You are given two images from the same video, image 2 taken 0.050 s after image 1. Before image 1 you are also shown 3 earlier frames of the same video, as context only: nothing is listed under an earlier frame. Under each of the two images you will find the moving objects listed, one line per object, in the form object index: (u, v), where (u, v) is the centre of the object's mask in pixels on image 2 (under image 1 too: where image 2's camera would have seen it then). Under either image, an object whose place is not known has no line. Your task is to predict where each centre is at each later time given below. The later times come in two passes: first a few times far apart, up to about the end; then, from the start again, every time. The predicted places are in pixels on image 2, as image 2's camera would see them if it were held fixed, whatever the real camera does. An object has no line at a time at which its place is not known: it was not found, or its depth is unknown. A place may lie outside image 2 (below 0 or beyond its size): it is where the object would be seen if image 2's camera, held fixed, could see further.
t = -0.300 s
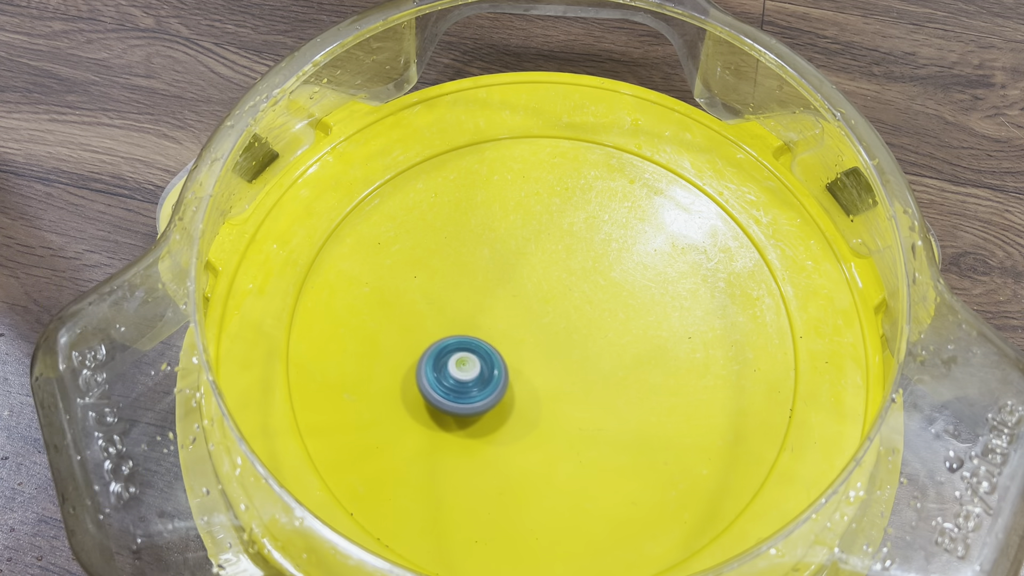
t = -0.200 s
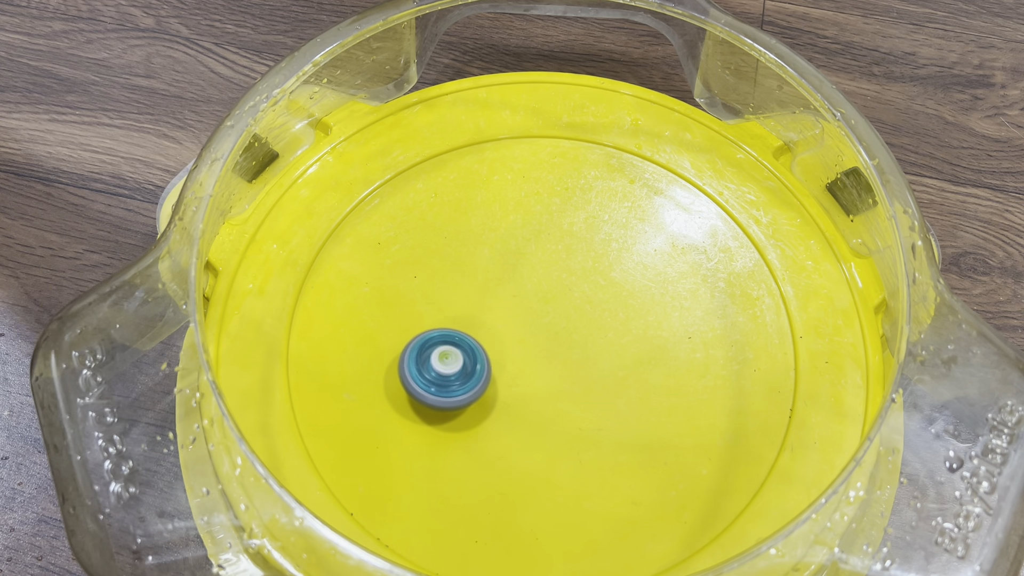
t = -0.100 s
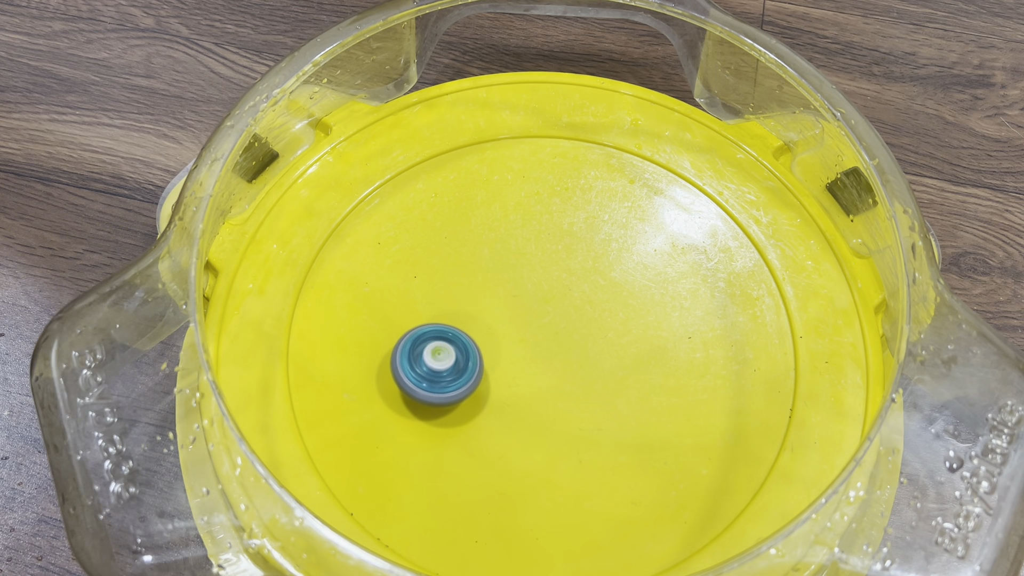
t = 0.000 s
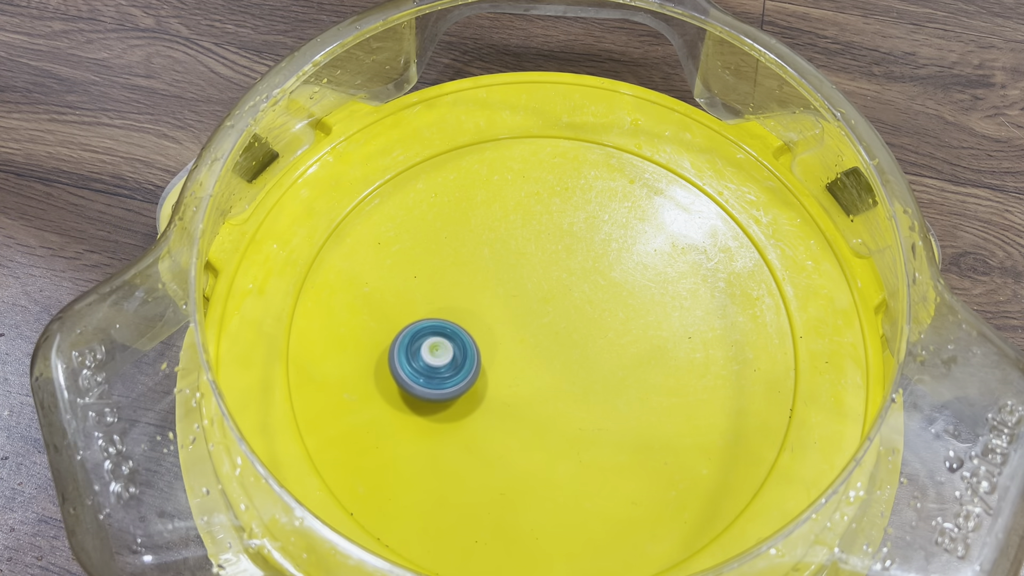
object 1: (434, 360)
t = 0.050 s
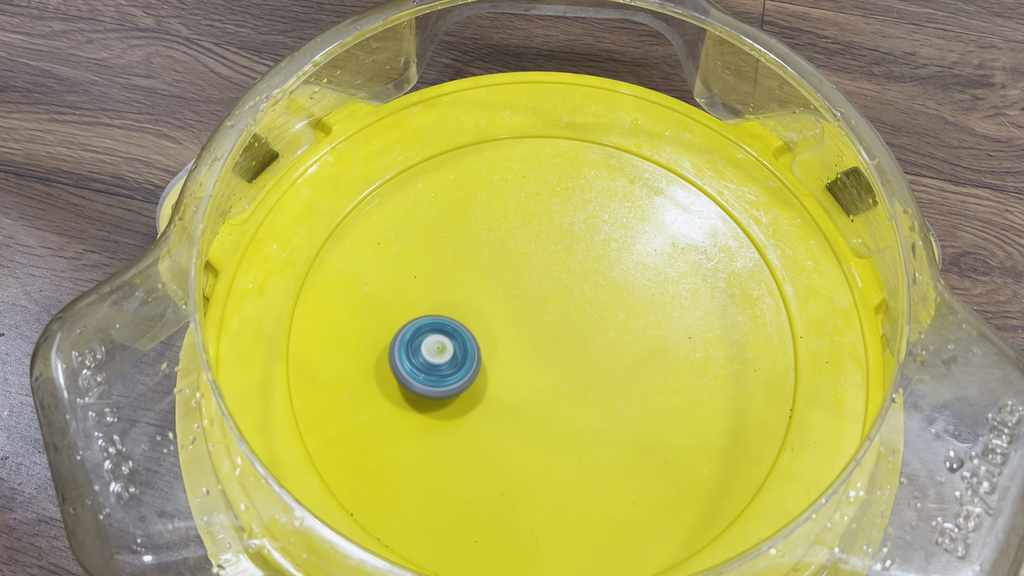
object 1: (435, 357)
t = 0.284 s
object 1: (454, 338)
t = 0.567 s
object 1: (505, 287)
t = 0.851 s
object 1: (529, 251)
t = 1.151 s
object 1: (550, 264)
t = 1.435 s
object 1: (609, 301)
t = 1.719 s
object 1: (646, 322)
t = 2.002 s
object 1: (641, 341)
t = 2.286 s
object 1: (608, 383)
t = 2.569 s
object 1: (569, 436)
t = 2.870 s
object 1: (555, 442)
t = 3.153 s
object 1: (519, 402)
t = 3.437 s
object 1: (467, 358)
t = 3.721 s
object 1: (457, 343)
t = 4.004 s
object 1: (487, 319)
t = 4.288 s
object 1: (535, 276)
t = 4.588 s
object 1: (550, 264)
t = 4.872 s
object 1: (576, 291)
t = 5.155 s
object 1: (623, 330)
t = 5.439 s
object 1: (637, 349)
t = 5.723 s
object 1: (614, 367)
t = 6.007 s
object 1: (557, 406)
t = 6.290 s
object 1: (528, 426)
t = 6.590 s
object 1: (517, 413)
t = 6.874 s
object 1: (498, 358)
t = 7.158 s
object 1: (482, 310)
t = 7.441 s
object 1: (486, 297)
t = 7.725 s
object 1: (522, 294)
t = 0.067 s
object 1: (435, 356)
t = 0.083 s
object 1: (436, 355)
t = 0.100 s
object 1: (437, 354)
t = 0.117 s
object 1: (438, 352)
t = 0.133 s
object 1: (439, 351)
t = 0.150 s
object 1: (440, 350)
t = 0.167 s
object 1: (441, 348)
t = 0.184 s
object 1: (443, 347)
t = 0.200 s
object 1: (444, 346)
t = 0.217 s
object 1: (446, 344)
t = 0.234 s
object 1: (448, 343)
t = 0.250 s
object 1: (450, 341)
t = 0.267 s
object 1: (452, 340)
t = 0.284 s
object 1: (454, 338)
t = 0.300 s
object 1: (457, 336)
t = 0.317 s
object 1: (460, 333)
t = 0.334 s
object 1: (463, 331)
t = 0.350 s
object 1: (466, 329)
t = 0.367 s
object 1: (469, 326)
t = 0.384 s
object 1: (472, 323)
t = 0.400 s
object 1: (475, 320)
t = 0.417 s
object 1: (479, 317)
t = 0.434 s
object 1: (482, 314)
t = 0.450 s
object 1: (485, 311)
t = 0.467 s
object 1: (488, 307)
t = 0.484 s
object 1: (491, 304)
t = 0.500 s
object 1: (494, 301)
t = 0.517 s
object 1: (497, 297)
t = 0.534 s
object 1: (500, 294)
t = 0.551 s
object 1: (503, 290)
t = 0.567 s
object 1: (505, 287)
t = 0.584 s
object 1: (508, 283)
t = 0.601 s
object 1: (510, 280)
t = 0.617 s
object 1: (512, 276)
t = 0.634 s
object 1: (514, 273)
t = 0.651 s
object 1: (516, 270)
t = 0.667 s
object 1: (517, 268)
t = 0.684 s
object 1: (519, 265)
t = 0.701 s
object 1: (520, 262)
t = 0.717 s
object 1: (521, 260)
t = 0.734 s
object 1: (522, 258)
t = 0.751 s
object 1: (524, 257)
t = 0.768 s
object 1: (525, 255)
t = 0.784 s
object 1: (526, 254)
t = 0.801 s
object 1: (527, 253)
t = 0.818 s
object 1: (528, 252)
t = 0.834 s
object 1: (528, 251)
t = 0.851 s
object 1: (529, 251)
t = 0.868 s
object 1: (530, 251)
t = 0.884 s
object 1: (531, 251)
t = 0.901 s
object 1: (532, 251)
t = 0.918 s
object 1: (533, 251)
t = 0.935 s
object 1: (534, 252)
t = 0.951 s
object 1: (535, 252)
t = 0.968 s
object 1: (536, 253)
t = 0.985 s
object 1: (537, 253)
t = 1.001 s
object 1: (538, 254)
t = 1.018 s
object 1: (539, 255)
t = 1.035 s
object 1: (540, 255)
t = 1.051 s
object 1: (541, 256)
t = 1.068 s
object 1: (542, 257)
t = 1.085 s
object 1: (544, 258)
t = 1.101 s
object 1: (545, 259)
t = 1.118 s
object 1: (547, 261)
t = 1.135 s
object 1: (548, 262)
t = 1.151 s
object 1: (550, 264)
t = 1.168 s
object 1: (552, 265)
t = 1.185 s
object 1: (554, 267)
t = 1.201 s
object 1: (557, 269)
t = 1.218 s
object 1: (560, 272)
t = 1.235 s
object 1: (563, 274)
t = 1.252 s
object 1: (566, 277)
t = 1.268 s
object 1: (569, 279)
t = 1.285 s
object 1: (573, 282)
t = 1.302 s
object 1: (576, 284)
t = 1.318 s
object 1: (580, 287)
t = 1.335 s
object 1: (584, 289)
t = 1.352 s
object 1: (589, 291)
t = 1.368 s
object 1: (593, 294)
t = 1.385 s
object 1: (597, 295)
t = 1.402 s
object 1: (601, 297)
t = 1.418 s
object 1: (605, 299)
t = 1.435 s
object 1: (609, 301)
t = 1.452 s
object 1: (613, 302)
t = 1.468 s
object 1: (616, 304)
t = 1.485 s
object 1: (620, 305)
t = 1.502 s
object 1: (623, 307)
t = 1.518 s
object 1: (626, 308)
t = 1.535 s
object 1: (628, 309)
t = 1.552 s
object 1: (631, 311)
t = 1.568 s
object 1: (634, 312)
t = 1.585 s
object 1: (636, 313)
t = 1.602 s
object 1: (638, 314)
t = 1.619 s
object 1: (639, 315)
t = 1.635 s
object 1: (641, 317)
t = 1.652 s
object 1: (642, 318)
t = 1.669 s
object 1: (643, 319)
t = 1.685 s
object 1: (644, 320)
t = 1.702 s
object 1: (645, 321)
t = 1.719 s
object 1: (646, 322)
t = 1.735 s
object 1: (646, 322)
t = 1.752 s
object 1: (647, 323)
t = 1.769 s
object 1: (647, 324)
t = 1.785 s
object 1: (647, 325)
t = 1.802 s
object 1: (647, 326)
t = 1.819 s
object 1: (647, 327)
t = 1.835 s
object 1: (646, 328)
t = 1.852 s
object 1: (646, 329)
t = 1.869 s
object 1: (646, 330)
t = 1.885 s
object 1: (646, 331)
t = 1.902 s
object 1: (645, 332)
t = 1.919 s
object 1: (645, 334)
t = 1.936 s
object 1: (644, 335)
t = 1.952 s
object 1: (644, 336)
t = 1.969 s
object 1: (643, 338)
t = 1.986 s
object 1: (642, 340)
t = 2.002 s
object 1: (641, 341)
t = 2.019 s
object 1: (641, 343)
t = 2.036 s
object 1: (640, 345)
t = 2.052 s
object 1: (639, 347)
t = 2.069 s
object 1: (638, 349)
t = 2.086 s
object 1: (636, 351)
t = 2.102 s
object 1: (635, 353)
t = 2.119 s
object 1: (633, 355)
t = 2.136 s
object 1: (631, 358)
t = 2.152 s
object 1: (629, 360)
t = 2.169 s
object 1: (627, 362)
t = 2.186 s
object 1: (624, 365)
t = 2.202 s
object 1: (622, 368)
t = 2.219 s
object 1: (619, 371)
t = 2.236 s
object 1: (616, 374)
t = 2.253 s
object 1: (614, 377)
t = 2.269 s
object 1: (611, 380)
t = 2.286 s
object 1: (608, 383)
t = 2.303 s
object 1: (605, 386)
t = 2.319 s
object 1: (603, 389)
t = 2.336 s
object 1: (600, 392)
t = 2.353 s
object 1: (597, 396)
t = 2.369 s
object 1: (594, 399)
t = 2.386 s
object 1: (591, 403)
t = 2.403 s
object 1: (588, 406)
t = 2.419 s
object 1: (586, 410)
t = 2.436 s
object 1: (583, 413)
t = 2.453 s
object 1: (581, 417)
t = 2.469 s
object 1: (579, 420)
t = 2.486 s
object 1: (576, 423)
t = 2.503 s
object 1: (575, 426)
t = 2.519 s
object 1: (573, 429)
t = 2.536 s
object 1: (571, 432)
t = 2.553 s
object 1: (570, 434)
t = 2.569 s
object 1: (569, 436)
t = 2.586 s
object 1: (568, 437)
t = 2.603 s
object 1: (567, 439)
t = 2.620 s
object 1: (566, 440)
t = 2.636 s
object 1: (565, 441)
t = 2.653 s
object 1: (565, 442)
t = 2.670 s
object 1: (564, 442)
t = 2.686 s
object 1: (564, 443)
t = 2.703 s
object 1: (563, 443)
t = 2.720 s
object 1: (562, 443)
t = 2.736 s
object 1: (562, 444)
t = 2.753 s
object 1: (561, 444)
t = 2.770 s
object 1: (560, 444)
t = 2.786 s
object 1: (559, 444)
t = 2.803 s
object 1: (559, 443)
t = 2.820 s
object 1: (558, 443)
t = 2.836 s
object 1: (557, 443)
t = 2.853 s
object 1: (556, 442)
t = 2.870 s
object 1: (555, 442)
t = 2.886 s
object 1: (554, 441)
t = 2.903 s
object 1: (553, 440)
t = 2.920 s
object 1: (551, 439)
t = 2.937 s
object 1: (550, 438)
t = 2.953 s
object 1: (549, 437)
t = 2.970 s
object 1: (547, 435)
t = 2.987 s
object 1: (546, 433)
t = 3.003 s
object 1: (544, 431)
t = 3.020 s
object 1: (542, 429)
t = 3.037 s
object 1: (540, 426)
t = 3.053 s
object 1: (537, 423)
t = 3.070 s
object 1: (535, 420)
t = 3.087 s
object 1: (532, 417)
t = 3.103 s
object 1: (529, 413)
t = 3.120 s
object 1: (526, 409)
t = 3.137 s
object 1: (522, 406)
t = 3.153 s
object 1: (519, 402)
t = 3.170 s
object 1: (516, 399)
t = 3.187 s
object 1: (512, 395)
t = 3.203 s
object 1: (508, 392)
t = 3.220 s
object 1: (505, 389)
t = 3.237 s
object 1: (501, 385)
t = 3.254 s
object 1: (497, 382)
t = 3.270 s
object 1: (494, 380)
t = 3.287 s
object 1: (491, 377)
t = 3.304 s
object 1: (487, 375)
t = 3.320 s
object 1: (484, 372)
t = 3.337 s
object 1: (481, 370)
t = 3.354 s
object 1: (479, 368)
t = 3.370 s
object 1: (476, 366)
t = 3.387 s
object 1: (474, 364)
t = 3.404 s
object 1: (471, 362)
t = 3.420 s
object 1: (469, 360)
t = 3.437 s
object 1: (467, 358)
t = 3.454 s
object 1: (465, 356)
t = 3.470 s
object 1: (463, 355)
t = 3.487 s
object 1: (462, 354)
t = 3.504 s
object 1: (460, 352)
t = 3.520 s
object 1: (459, 351)
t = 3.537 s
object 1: (458, 350)
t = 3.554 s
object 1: (458, 350)
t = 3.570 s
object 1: (457, 349)
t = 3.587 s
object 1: (457, 348)
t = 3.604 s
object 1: (456, 347)
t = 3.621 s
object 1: (456, 347)
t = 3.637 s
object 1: (456, 346)
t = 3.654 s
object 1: (456, 346)
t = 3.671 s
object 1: (456, 345)
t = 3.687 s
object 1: (456, 344)
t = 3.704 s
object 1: (456, 343)
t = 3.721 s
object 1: (457, 343)
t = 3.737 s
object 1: (457, 342)
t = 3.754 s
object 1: (458, 341)
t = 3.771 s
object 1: (458, 340)
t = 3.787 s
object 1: (459, 339)
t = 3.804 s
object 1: (460, 338)
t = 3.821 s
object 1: (461, 337)
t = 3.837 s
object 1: (463, 336)
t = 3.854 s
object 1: (464, 335)
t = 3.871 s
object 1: (466, 333)
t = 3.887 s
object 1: (468, 332)
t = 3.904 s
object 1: (470, 330)
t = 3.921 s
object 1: (472, 329)
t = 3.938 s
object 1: (475, 327)
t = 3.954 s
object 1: (478, 325)
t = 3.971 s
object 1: (481, 323)
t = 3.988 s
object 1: (484, 321)
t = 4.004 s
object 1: (487, 319)
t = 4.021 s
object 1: (490, 316)
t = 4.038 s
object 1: (493, 314)
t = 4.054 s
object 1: (496, 311)
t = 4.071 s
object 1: (500, 309)
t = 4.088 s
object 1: (503, 306)
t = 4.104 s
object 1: (506, 303)
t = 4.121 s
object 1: (509, 301)
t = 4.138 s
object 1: (512, 298)
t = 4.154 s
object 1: (515, 296)
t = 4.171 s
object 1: (518, 293)
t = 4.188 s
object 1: (521, 290)
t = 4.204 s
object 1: (524, 288)
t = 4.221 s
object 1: (526, 285)
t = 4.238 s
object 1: (529, 282)
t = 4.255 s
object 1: (531, 280)
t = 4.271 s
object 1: (533, 278)
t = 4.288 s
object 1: (535, 276)
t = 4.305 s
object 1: (537, 273)
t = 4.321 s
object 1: (539, 272)
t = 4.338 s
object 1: (540, 270)
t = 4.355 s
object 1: (541, 268)
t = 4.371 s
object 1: (543, 267)
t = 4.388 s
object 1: (543, 266)
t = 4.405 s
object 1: (544, 265)
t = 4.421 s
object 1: (545, 265)
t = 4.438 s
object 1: (545, 264)
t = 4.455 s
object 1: (546, 264)
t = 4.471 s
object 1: (546, 264)
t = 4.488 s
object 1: (547, 264)
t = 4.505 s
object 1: (547, 264)
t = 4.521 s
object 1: (548, 263)
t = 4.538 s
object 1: (548, 263)
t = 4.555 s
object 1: (549, 264)
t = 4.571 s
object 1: (549, 264)
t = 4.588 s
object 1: (550, 264)
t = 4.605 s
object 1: (550, 264)
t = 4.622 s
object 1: (551, 265)
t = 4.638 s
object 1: (552, 265)
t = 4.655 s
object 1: (553, 266)
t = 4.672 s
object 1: (554, 267)
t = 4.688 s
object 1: (555, 268)
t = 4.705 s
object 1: (556, 269)
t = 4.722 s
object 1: (557, 270)
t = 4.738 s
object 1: (559, 272)
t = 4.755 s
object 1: (561, 274)
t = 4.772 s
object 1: (562, 276)
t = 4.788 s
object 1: (564, 278)
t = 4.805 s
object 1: (566, 280)
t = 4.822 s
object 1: (569, 283)
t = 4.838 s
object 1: (571, 286)
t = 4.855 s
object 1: (574, 288)
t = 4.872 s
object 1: (576, 291)
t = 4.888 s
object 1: (579, 294)
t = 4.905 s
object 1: (582, 297)
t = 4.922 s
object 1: (585, 299)
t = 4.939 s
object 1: (588, 302)
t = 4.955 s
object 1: (591, 304)
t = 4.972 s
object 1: (594, 307)
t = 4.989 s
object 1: (597, 309)
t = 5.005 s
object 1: (600, 312)
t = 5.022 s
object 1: (603, 314)
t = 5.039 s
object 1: (606, 316)
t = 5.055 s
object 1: (608, 318)
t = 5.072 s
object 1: (611, 321)
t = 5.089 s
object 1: (614, 323)
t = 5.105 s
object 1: (616, 325)
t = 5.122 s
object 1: (618, 327)
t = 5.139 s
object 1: (621, 328)
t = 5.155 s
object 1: (623, 330)
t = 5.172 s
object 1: (625, 332)
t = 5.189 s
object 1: (627, 334)
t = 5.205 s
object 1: (628, 335)
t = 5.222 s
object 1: (630, 337)
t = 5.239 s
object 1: (631, 338)
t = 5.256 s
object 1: (633, 340)
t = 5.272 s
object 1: (634, 341)
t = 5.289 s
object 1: (635, 342)
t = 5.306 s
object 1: (636, 344)
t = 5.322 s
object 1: (636, 345)
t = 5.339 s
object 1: (637, 345)
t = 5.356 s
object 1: (637, 346)
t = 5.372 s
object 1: (637, 347)
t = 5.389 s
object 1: (637, 347)
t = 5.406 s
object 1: (637, 347)
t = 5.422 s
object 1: (637, 348)
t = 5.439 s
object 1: (637, 349)
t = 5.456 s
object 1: (637, 349)
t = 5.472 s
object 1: (637, 350)
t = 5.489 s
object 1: (636, 350)
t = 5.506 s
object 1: (636, 351)
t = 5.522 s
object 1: (635, 352)
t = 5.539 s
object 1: (635, 353)
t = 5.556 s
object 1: (634, 353)
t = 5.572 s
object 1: (633, 354)
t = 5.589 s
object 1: (632, 355)
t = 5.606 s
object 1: (631, 356)
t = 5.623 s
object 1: (629, 357)
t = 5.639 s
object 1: (627, 359)
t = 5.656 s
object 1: (625, 360)
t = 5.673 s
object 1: (622, 362)
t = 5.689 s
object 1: (619, 363)
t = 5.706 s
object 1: (617, 365)
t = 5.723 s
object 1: (614, 367)
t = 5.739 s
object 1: (610, 368)
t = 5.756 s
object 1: (607, 370)
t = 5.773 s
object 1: (604, 372)
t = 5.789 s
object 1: (600, 375)
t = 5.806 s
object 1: (597, 377)
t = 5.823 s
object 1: (593, 379)
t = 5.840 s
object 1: (590, 381)
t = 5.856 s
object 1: (587, 384)
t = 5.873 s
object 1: (583, 386)
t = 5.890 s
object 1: (579, 388)
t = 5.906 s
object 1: (576, 391)
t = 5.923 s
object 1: (573, 393)
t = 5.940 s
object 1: (569, 396)
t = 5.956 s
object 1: (566, 399)
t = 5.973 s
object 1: (563, 401)
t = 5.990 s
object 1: (560, 404)
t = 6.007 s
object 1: (557, 406)
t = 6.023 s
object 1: (554, 408)
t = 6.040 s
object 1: (551, 411)
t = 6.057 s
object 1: (549, 413)
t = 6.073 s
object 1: (547, 415)
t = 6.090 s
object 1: (544, 417)
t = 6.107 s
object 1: (542, 418)
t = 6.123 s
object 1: (540, 420)
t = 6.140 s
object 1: (538, 421)
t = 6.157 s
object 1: (536, 422)
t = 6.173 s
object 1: (535, 423)
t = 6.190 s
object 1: (533, 423)
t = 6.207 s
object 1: (532, 424)
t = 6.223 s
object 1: (531, 425)
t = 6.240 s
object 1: (530, 425)
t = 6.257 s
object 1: (530, 425)
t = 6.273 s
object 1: (529, 426)
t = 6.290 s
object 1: (528, 426)
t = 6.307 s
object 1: (528, 426)
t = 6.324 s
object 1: (527, 426)
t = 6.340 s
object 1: (527, 426)
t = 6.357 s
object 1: (526, 426)
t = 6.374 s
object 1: (526, 426)
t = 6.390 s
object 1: (525, 425)
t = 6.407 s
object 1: (525, 425)
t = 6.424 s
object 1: (524, 425)
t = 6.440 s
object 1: (524, 424)
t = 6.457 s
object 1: (523, 424)
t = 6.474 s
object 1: (522, 423)
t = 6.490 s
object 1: (522, 422)
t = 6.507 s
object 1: (521, 421)
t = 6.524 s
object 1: (520, 420)
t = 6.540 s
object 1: (520, 419)
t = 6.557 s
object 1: (519, 417)
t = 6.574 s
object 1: (518, 415)
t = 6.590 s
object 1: (517, 413)
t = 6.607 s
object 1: (516, 411)
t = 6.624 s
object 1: (515, 408)
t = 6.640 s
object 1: (515, 406)
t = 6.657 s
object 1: (514, 403)
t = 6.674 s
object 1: (513, 400)
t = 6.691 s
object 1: (512, 396)
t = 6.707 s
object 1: (510, 393)
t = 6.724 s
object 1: (510, 390)
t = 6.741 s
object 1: (508, 386)
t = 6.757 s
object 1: (507, 383)
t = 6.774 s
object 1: (506, 379)
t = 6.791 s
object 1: (505, 376)
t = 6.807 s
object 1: (503, 372)
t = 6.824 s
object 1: (502, 368)
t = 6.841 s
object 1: (501, 365)
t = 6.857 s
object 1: (500, 361)
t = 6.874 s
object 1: (498, 358)
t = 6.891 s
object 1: (497, 354)
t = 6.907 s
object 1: (496, 351)
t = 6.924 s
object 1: (494, 347)
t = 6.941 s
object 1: (493, 344)
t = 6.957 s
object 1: (492, 341)
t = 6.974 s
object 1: (490, 337)
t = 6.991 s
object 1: (489, 334)
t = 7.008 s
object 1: (488, 331)
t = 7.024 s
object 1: (487, 328)
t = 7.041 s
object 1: (486, 325)
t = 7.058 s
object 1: (485, 323)
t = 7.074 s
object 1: (484, 320)
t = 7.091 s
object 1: (483, 318)
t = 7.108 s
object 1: (483, 316)
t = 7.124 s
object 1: (482, 314)
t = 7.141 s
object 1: (482, 312)
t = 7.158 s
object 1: (482, 310)
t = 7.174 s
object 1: (481, 309)
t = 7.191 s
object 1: (481, 308)
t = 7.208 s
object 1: (481, 306)
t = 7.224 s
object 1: (481, 305)
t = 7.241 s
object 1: (481, 304)
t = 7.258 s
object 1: (481, 304)
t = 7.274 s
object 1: (481, 303)
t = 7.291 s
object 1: (481, 302)
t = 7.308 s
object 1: (482, 302)
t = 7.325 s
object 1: (482, 301)
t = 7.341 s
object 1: (482, 301)
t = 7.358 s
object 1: (483, 300)
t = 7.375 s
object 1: (483, 299)
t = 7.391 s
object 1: (484, 299)
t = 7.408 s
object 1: (485, 298)
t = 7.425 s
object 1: (485, 298)
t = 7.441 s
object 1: (486, 297)
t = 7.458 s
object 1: (487, 297)
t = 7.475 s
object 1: (488, 296)
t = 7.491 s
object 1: (490, 296)
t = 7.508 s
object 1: (491, 296)
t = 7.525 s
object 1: (492, 295)
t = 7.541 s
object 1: (494, 295)
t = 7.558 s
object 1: (495, 295)
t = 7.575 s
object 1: (498, 294)
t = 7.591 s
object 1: (500, 294)
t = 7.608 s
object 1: (502, 294)
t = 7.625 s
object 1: (505, 294)
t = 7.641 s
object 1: (507, 294)
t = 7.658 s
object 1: (510, 294)
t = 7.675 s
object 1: (513, 294)
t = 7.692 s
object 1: (516, 294)
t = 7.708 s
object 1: (519, 294)
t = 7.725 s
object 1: (522, 294)
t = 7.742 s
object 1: (526, 294)
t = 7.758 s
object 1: (529, 294)
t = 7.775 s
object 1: (532, 294)
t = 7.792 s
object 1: (536, 294)
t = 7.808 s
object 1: (540, 294)
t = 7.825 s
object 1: (543, 294)
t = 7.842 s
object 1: (547, 294)
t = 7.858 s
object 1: (550, 294)
